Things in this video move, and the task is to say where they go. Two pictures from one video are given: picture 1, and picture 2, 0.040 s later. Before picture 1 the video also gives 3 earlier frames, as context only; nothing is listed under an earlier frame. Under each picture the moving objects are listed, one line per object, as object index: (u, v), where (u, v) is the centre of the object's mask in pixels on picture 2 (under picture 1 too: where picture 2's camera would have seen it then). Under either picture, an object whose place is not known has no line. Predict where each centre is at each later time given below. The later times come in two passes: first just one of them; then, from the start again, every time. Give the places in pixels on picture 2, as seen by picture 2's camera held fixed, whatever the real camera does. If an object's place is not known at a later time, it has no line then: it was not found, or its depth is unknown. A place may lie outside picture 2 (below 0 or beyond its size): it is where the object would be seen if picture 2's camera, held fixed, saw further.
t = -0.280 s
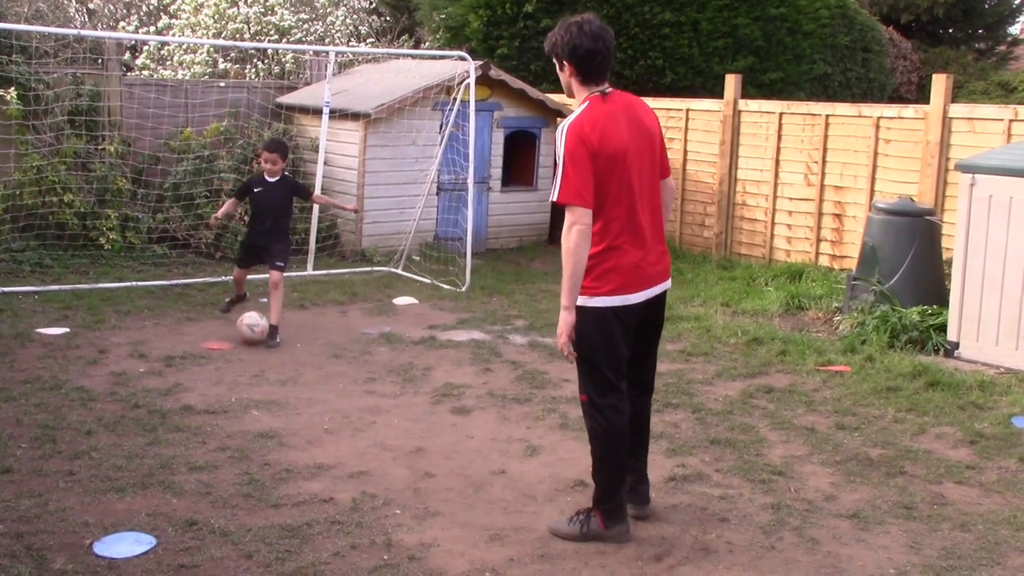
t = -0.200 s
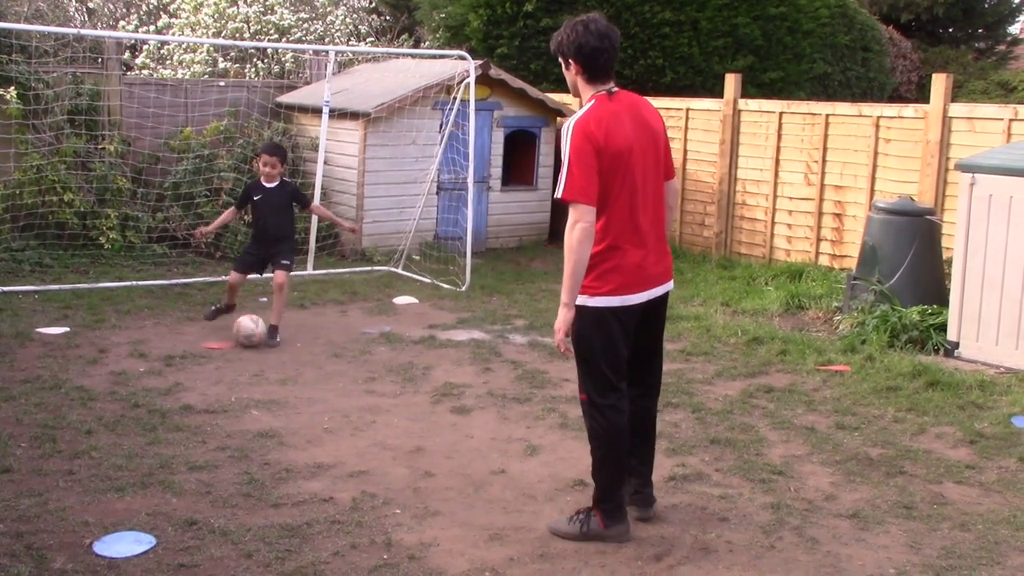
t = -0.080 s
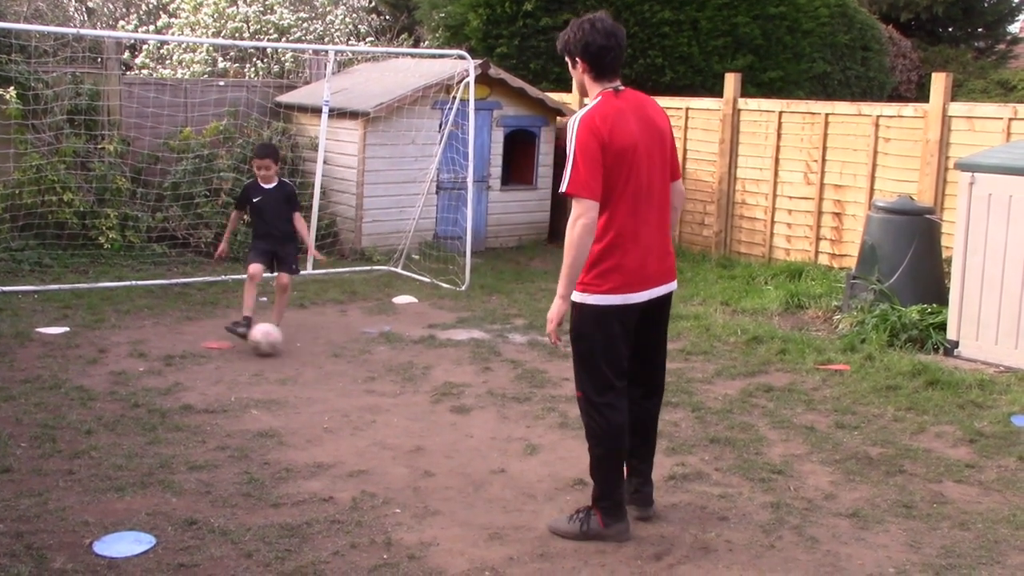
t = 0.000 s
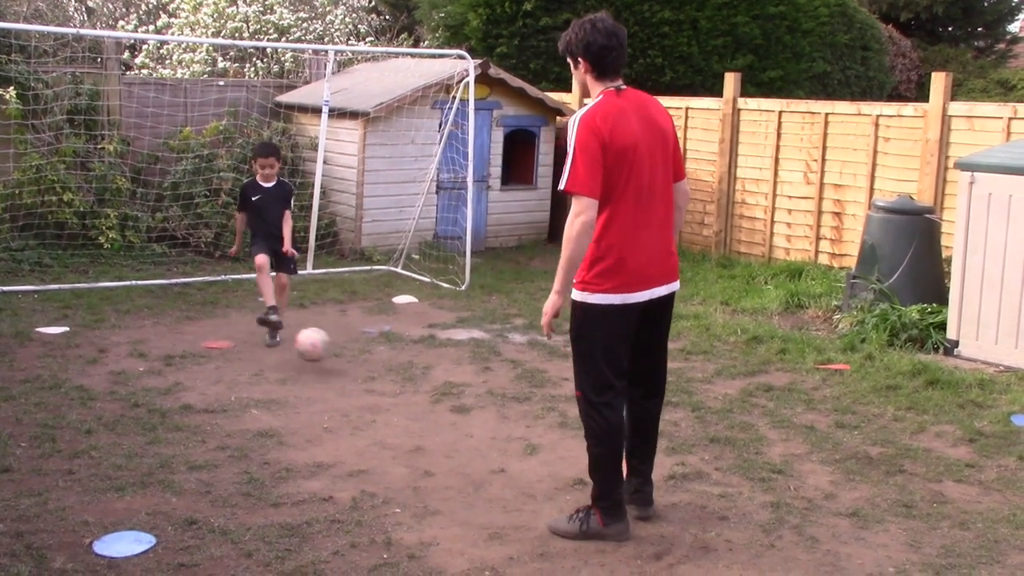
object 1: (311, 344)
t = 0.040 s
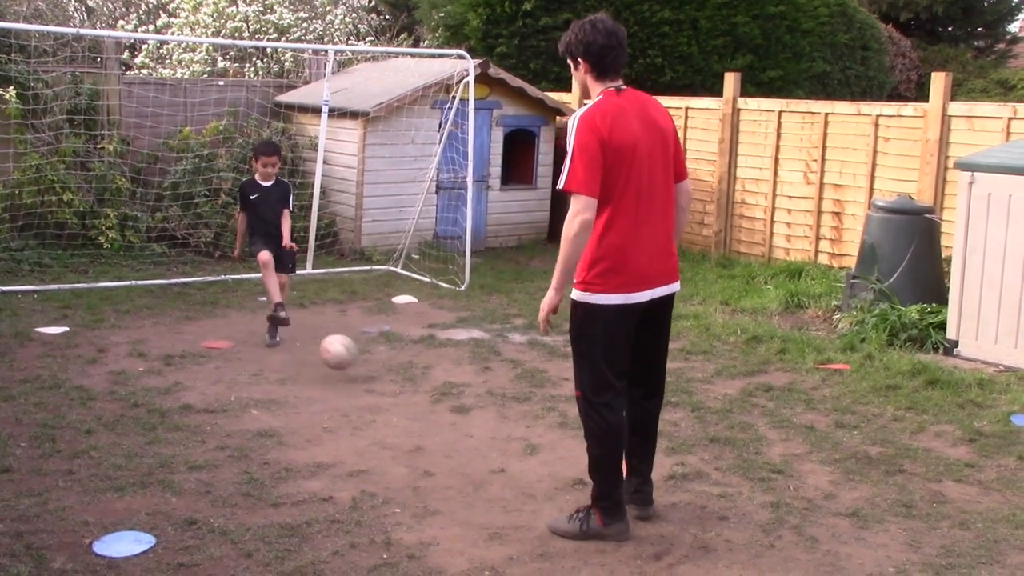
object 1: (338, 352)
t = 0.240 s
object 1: (461, 371)
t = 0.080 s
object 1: (366, 363)
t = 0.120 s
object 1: (394, 379)
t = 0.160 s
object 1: (416, 378)
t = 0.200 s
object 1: (438, 373)
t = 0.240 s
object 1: (461, 371)
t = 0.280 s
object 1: (485, 372)
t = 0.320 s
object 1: (509, 378)
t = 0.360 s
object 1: (534, 386)
